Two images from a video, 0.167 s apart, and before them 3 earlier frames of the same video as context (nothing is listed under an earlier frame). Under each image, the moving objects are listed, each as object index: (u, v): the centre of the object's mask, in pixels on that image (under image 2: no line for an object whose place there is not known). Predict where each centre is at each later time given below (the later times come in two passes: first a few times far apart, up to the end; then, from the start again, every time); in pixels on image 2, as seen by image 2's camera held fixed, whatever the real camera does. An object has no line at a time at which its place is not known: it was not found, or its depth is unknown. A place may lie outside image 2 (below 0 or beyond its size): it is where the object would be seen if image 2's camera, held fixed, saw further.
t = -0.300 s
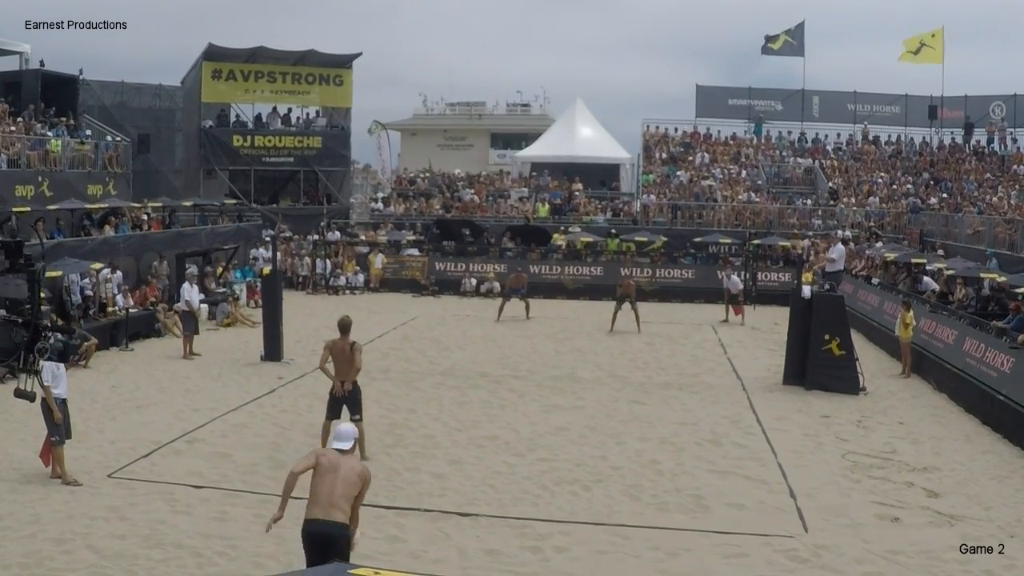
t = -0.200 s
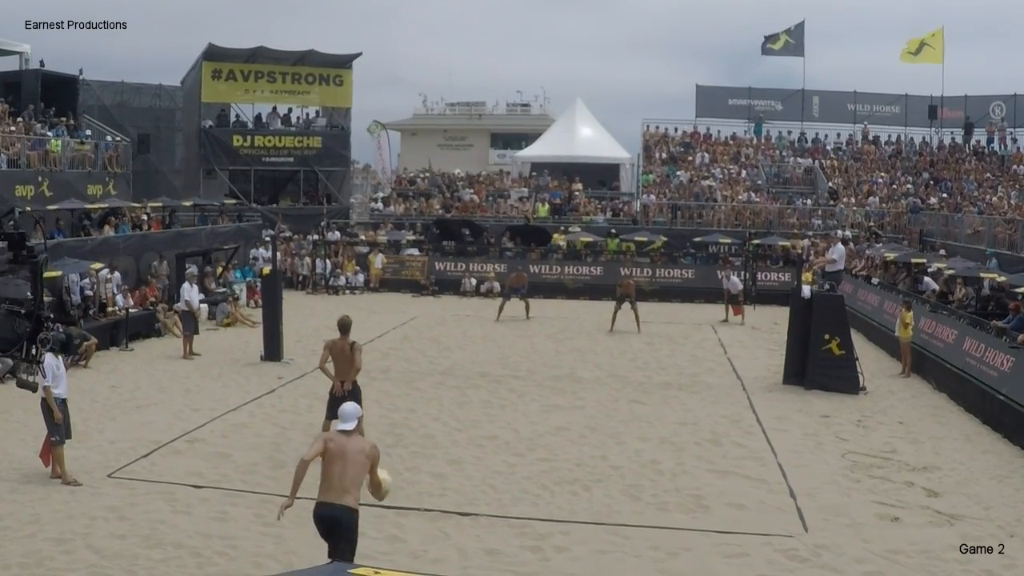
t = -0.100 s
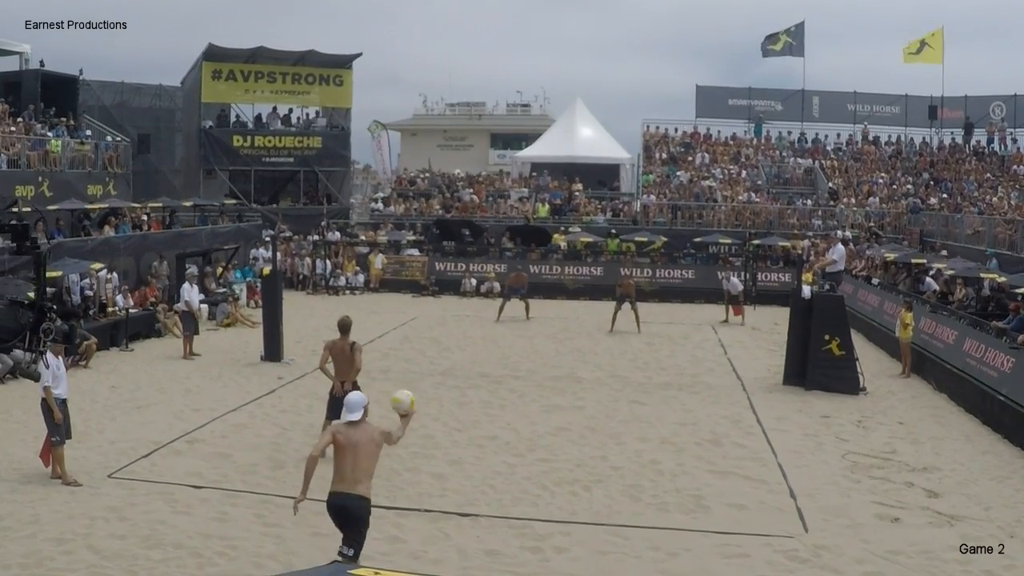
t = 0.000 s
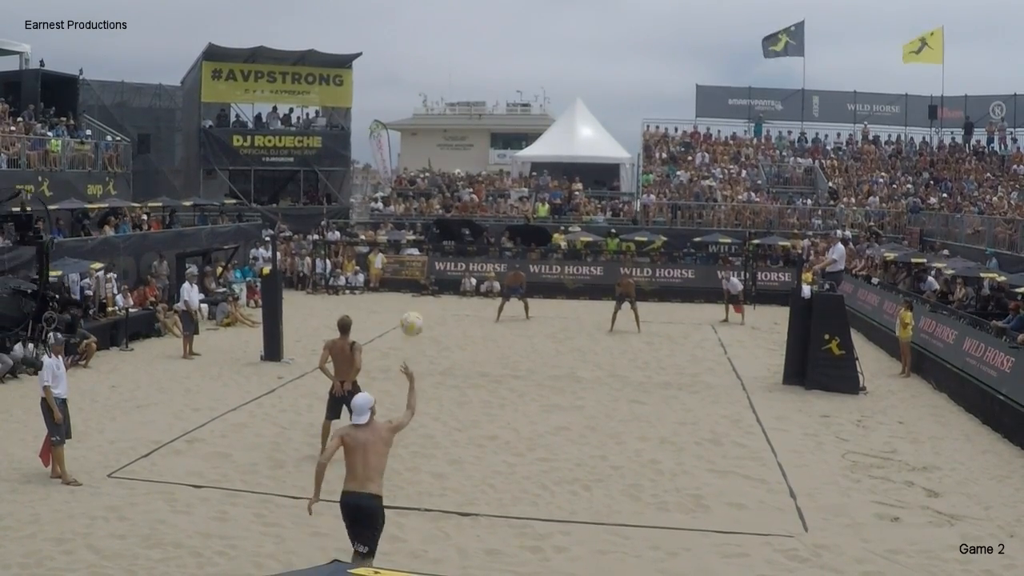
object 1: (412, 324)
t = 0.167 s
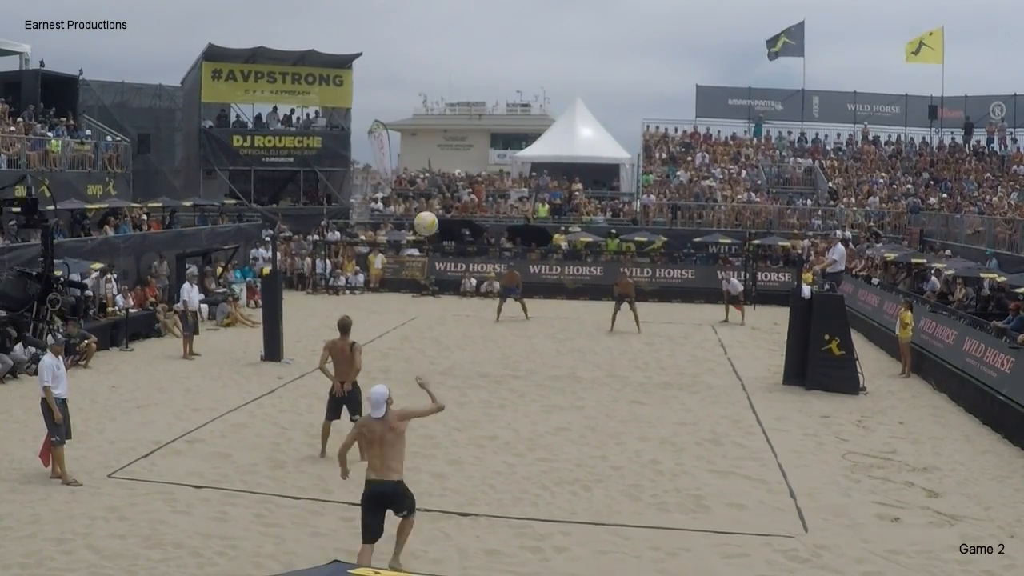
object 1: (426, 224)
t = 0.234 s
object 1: (432, 194)
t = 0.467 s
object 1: (452, 129)
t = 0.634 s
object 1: (464, 119)
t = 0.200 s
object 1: (429, 208)
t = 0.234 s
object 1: (432, 194)
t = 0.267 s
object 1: (435, 180)
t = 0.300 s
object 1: (438, 168)
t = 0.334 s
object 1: (440, 159)
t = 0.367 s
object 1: (443, 148)
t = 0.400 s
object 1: (446, 141)
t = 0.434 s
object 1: (449, 134)
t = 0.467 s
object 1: (452, 129)
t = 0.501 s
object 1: (454, 125)
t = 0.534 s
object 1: (457, 122)
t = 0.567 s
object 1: (459, 121)
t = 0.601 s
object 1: (461, 119)
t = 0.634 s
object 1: (464, 119)
